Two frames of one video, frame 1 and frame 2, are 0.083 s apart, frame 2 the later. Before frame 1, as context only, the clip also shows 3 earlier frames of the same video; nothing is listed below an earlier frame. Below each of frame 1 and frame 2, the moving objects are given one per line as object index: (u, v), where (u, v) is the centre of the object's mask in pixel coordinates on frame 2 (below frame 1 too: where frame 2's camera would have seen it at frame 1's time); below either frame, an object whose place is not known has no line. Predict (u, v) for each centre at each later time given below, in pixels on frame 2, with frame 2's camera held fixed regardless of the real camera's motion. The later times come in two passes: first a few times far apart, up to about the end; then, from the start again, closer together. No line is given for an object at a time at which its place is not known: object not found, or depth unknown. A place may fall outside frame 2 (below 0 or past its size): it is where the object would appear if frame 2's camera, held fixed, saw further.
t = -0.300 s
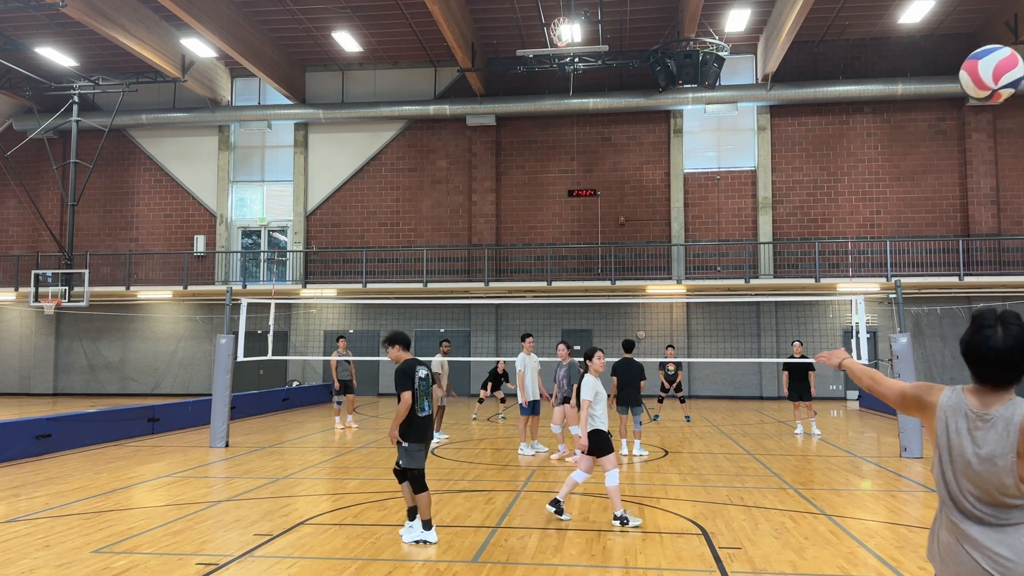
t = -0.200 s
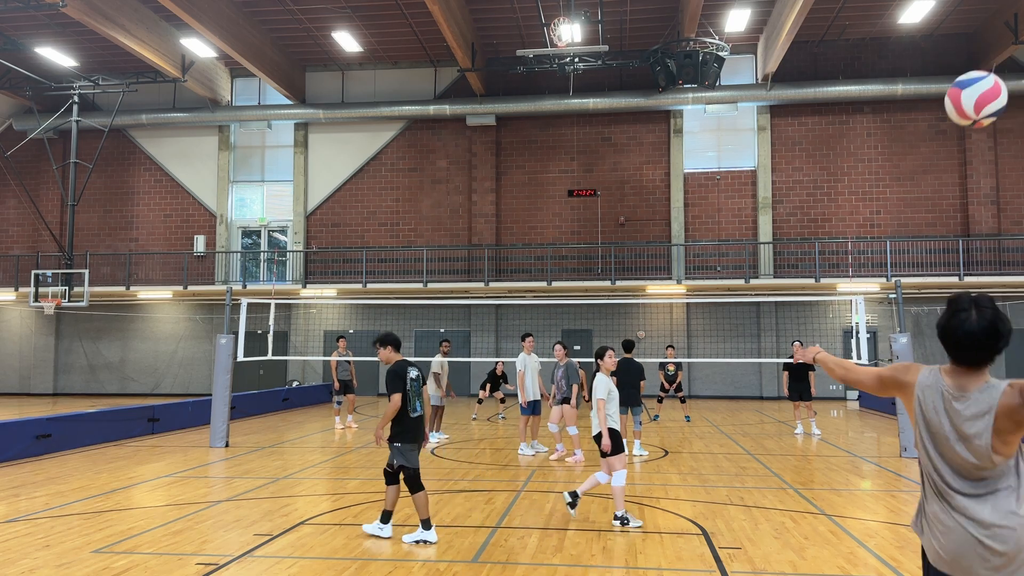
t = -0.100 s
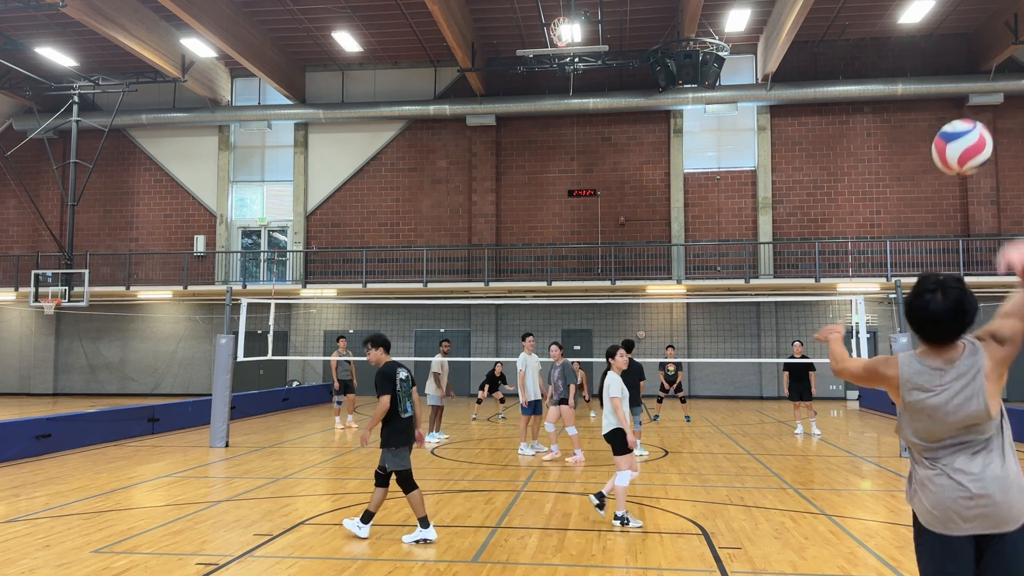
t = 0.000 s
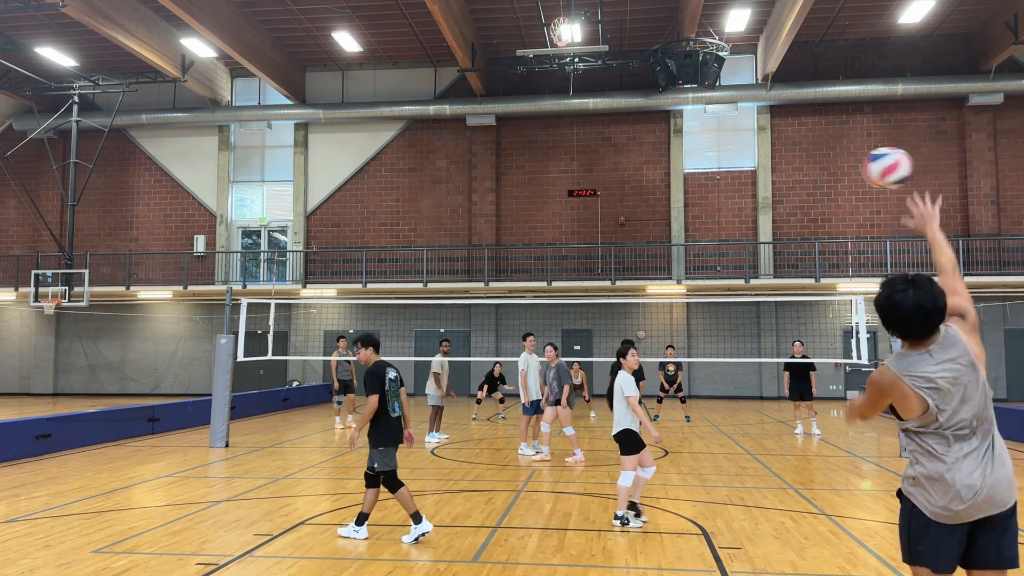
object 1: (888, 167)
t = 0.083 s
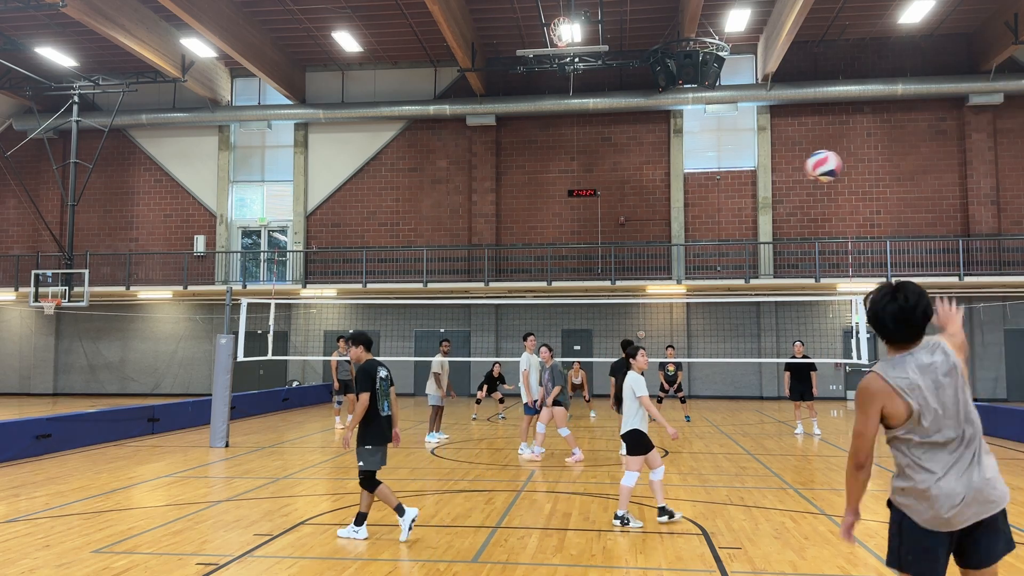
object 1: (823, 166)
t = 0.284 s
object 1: (755, 181)
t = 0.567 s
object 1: (715, 225)
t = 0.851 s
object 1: (699, 287)
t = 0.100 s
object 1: (814, 166)
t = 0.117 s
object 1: (806, 167)
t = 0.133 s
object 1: (798, 168)
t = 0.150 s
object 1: (791, 169)
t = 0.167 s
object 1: (785, 170)
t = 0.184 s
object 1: (780, 171)
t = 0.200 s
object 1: (775, 173)
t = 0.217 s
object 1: (770, 174)
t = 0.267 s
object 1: (758, 179)
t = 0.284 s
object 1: (755, 181)
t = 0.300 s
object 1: (752, 183)
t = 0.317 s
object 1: (749, 185)
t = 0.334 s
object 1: (746, 187)
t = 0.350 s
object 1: (743, 190)
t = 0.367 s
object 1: (740, 192)
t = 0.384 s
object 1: (738, 194)
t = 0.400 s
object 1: (735, 197)
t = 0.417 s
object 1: (733, 199)
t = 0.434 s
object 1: (731, 202)
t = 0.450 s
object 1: (729, 204)
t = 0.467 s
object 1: (727, 207)
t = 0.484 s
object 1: (725, 210)
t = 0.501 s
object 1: (723, 213)
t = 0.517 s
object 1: (720, 216)
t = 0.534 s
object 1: (718, 219)
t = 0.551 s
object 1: (717, 222)
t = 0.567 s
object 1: (715, 225)
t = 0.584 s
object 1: (713, 228)
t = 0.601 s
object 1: (711, 231)
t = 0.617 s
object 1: (710, 235)
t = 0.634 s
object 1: (709, 238)
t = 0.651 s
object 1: (708, 241)
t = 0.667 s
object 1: (706, 245)
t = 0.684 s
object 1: (706, 248)
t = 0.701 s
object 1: (705, 252)
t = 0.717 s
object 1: (704, 255)
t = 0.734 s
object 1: (703, 259)
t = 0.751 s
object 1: (702, 263)
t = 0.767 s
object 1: (702, 267)
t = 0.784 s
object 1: (701, 270)
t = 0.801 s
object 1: (701, 274)
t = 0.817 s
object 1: (700, 278)
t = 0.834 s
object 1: (699, 281)
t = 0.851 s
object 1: (699, 287)
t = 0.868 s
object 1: (699, 290)
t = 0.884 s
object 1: (699, 294)
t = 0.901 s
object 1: (698, 297)
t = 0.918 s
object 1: (698, 304)
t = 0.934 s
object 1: (698, 307)
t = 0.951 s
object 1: (698, 312)
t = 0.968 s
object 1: (698, 316)
